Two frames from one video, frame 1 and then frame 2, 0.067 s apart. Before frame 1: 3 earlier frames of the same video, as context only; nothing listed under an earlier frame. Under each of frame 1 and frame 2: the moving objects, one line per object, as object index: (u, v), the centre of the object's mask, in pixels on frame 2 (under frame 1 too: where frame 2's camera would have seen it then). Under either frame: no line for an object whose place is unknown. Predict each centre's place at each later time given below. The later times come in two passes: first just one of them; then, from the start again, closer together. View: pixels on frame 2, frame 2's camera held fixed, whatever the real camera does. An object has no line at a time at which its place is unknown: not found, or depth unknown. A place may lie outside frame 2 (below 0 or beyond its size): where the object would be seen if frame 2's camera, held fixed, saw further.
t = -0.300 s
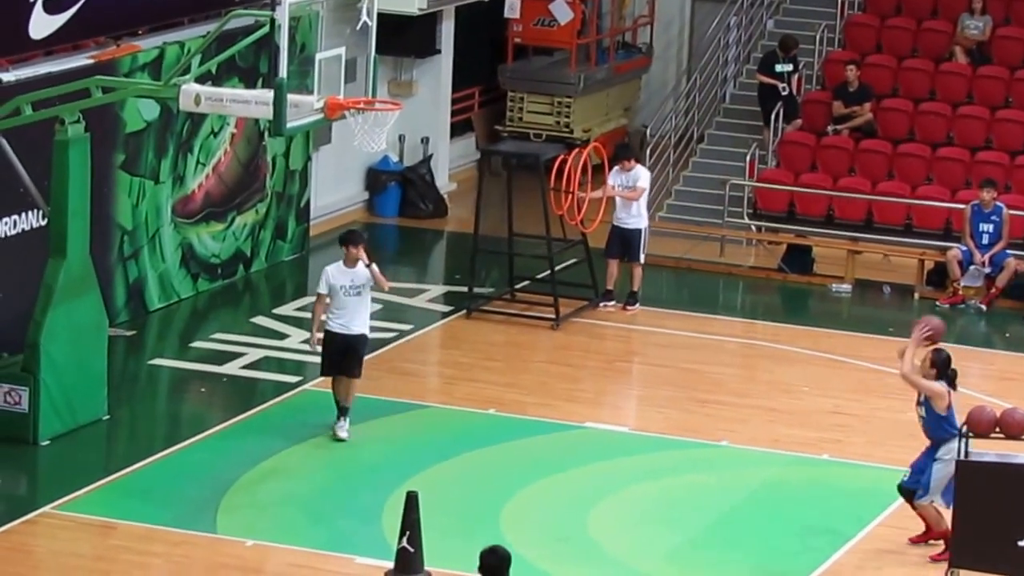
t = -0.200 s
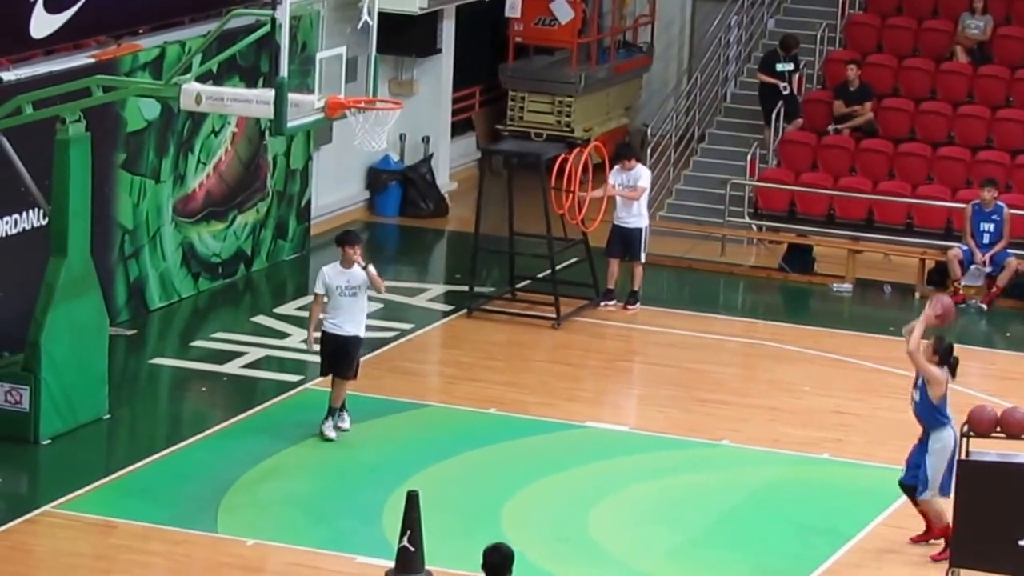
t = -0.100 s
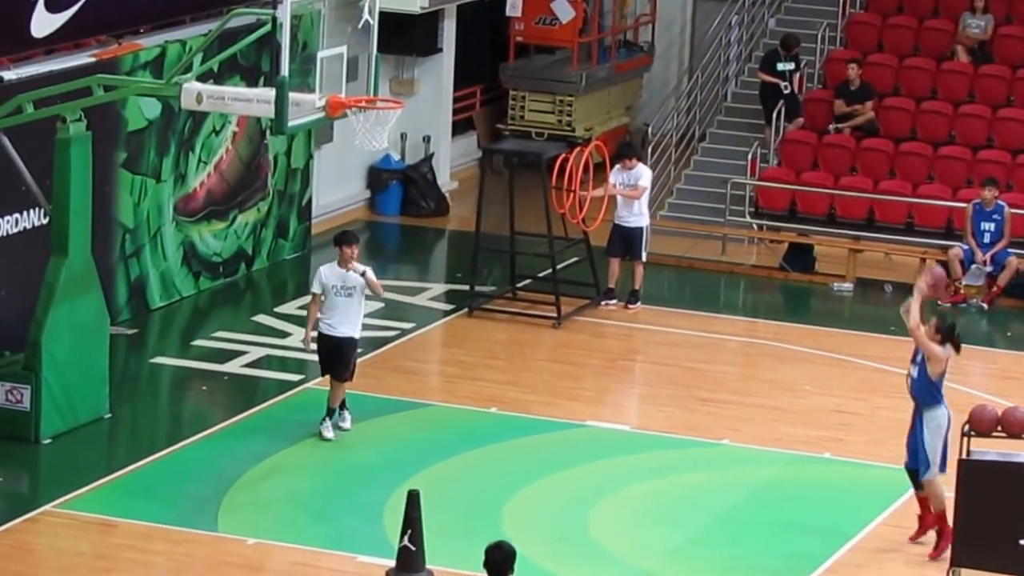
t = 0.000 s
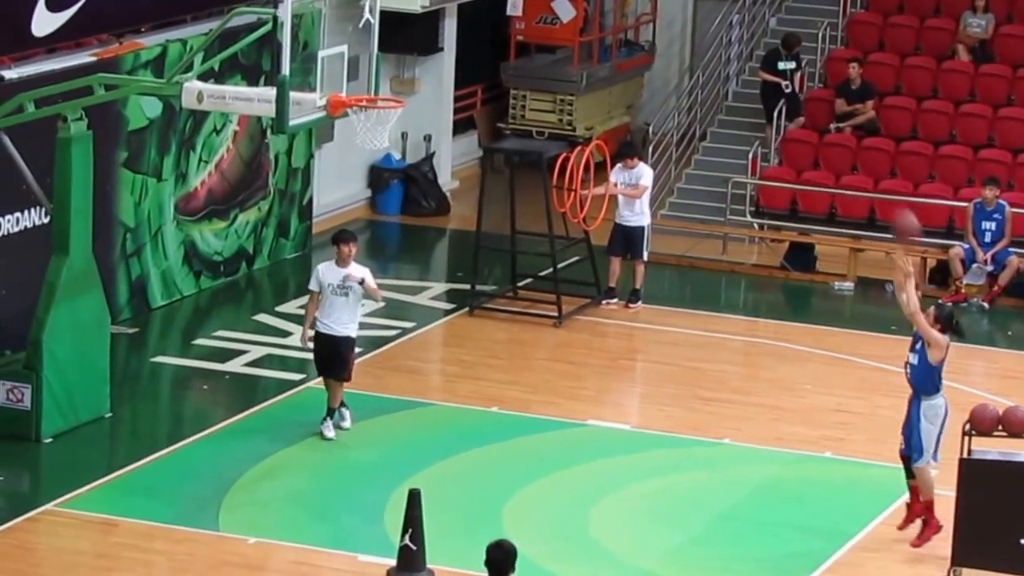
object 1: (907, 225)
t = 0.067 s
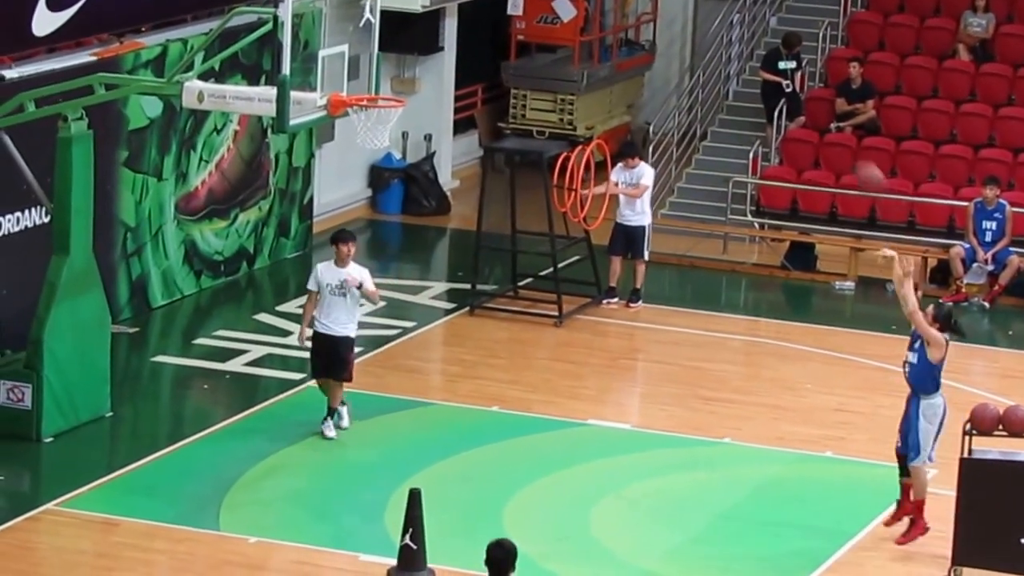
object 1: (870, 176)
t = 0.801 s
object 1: (461, 27)
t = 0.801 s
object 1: (461, 27)
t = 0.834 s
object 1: (439, 35)
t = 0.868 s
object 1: (423, 44)
